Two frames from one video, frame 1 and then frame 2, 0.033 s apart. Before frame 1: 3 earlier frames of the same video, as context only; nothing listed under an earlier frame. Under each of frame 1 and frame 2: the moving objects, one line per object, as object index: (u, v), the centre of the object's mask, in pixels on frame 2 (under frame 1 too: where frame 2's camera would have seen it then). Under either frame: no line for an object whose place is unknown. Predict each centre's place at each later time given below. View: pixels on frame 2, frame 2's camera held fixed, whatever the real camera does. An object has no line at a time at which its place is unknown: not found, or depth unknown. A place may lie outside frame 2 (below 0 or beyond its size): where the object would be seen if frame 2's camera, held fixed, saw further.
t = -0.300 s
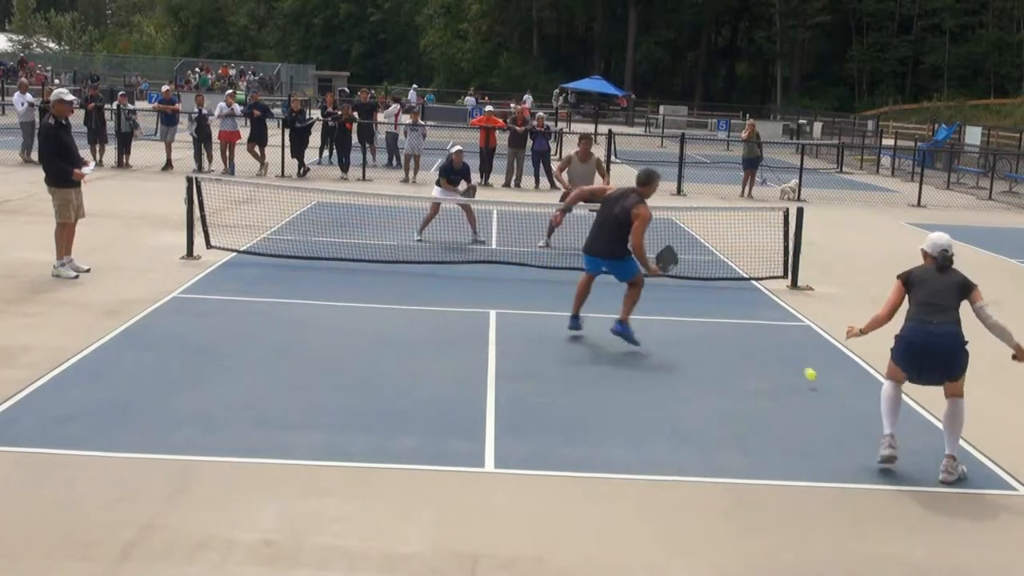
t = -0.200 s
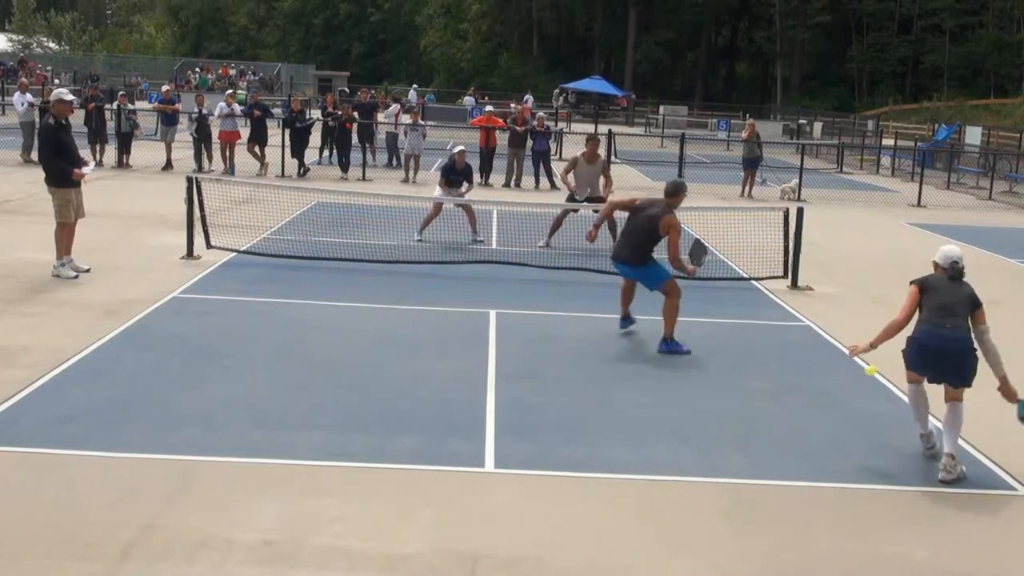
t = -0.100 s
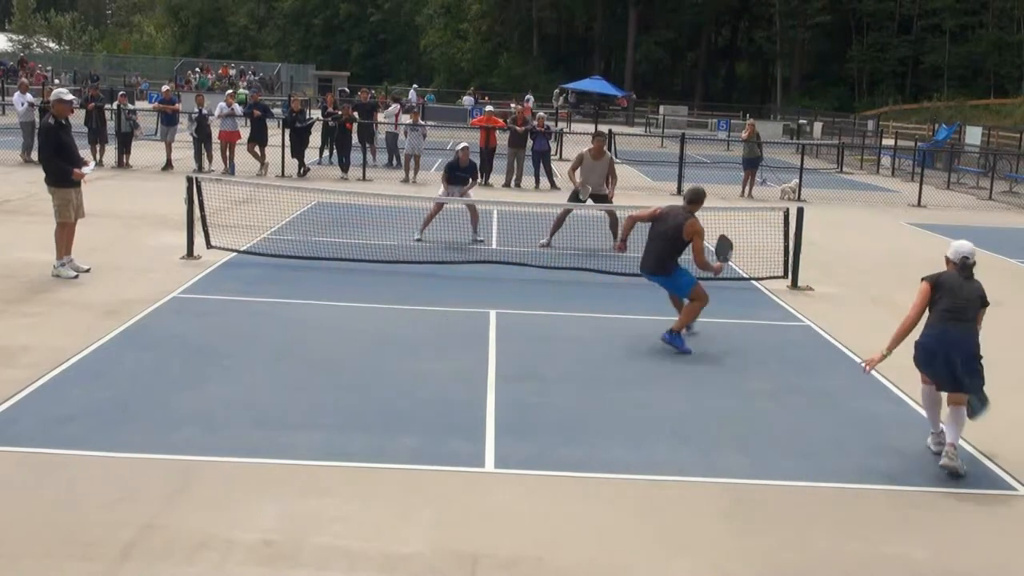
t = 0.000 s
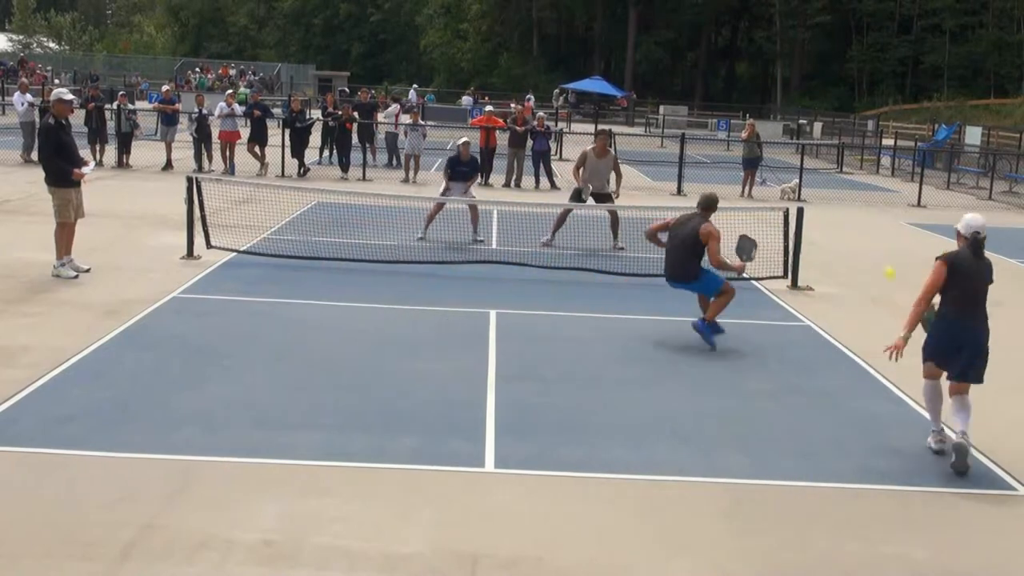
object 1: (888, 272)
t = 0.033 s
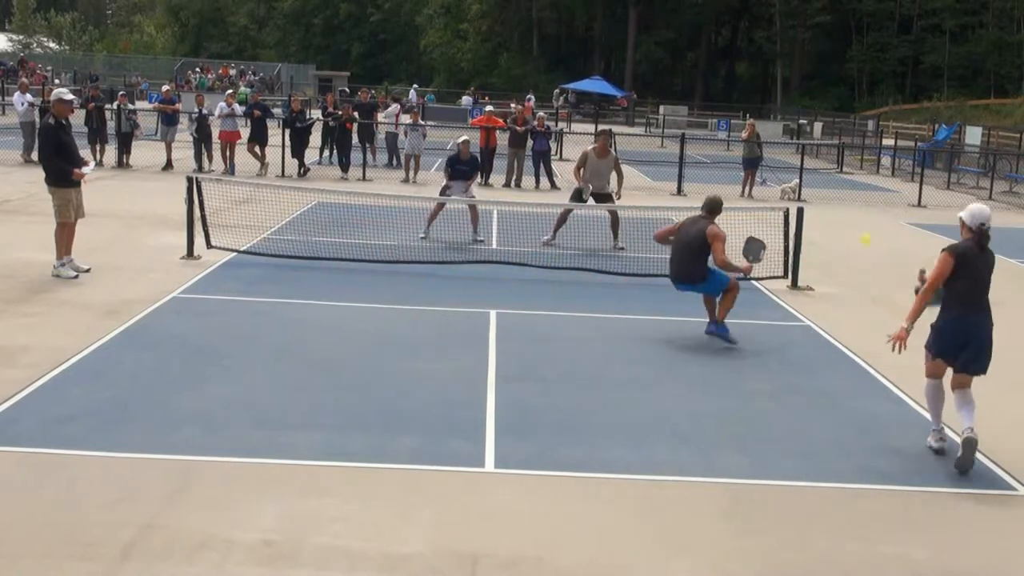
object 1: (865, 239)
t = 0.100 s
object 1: (821, 181)
